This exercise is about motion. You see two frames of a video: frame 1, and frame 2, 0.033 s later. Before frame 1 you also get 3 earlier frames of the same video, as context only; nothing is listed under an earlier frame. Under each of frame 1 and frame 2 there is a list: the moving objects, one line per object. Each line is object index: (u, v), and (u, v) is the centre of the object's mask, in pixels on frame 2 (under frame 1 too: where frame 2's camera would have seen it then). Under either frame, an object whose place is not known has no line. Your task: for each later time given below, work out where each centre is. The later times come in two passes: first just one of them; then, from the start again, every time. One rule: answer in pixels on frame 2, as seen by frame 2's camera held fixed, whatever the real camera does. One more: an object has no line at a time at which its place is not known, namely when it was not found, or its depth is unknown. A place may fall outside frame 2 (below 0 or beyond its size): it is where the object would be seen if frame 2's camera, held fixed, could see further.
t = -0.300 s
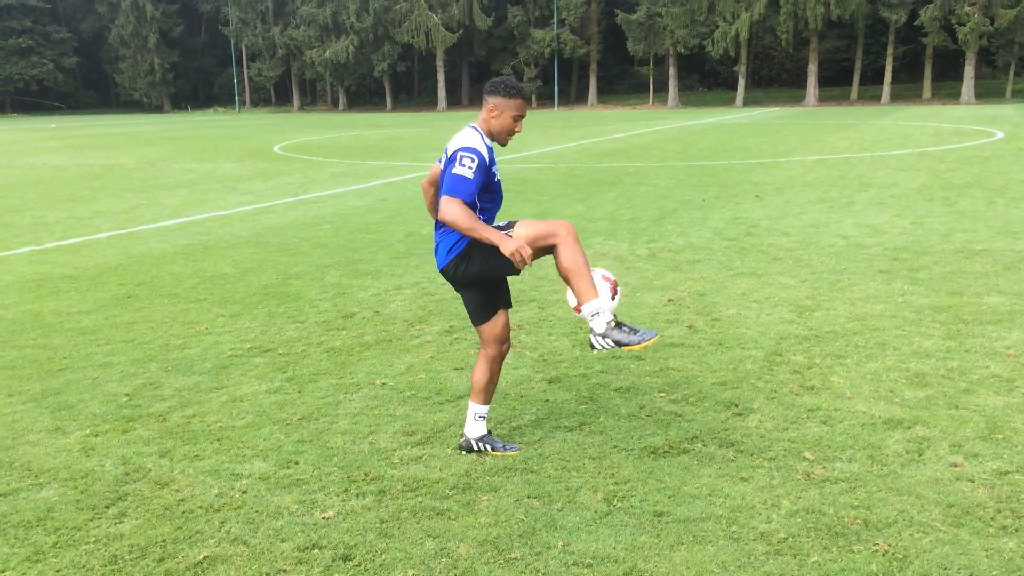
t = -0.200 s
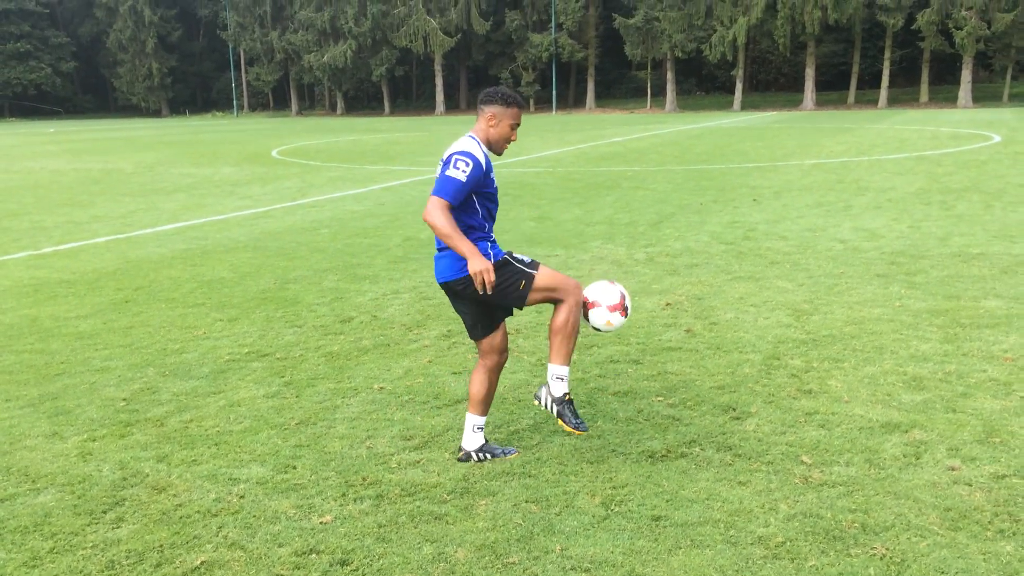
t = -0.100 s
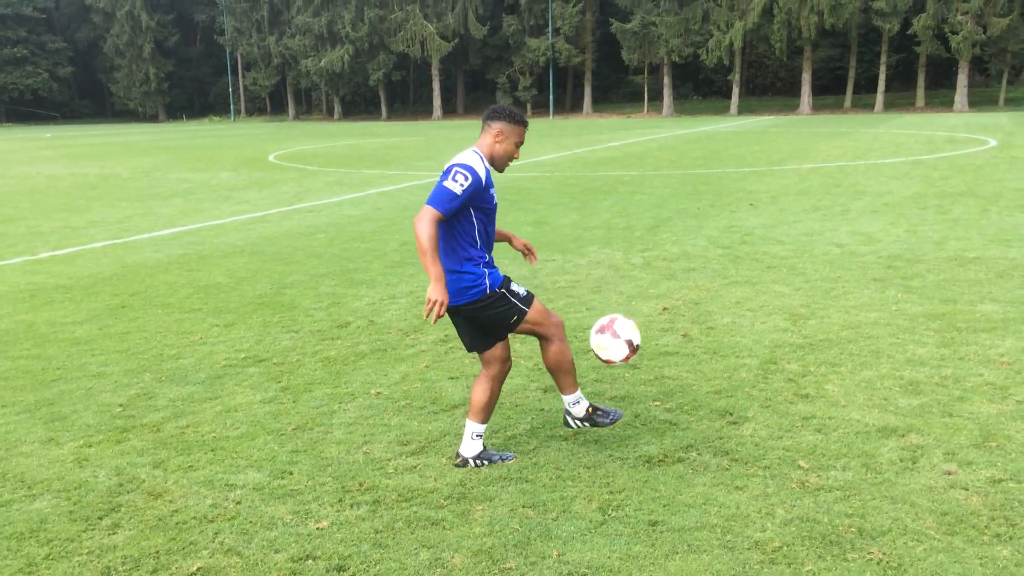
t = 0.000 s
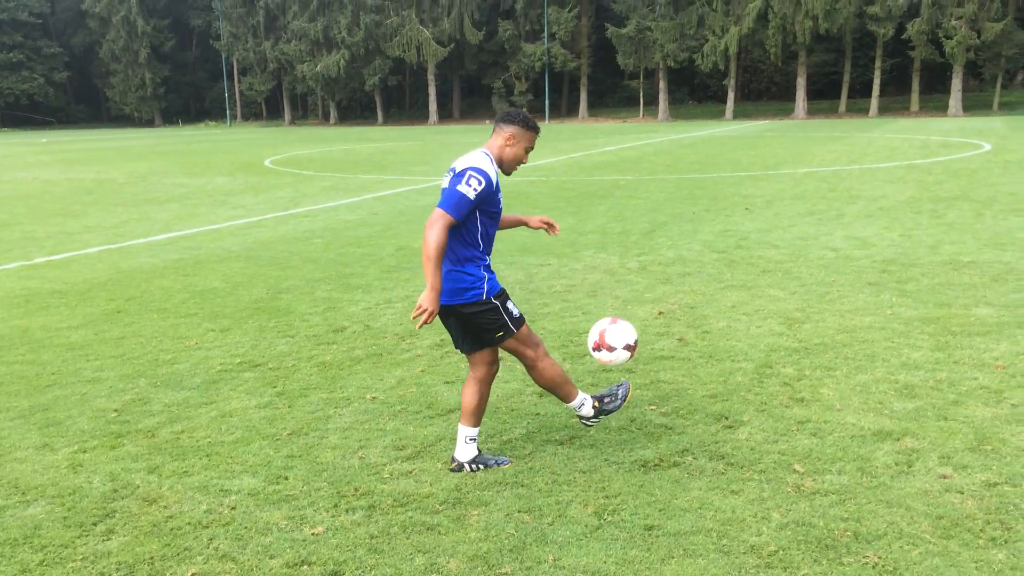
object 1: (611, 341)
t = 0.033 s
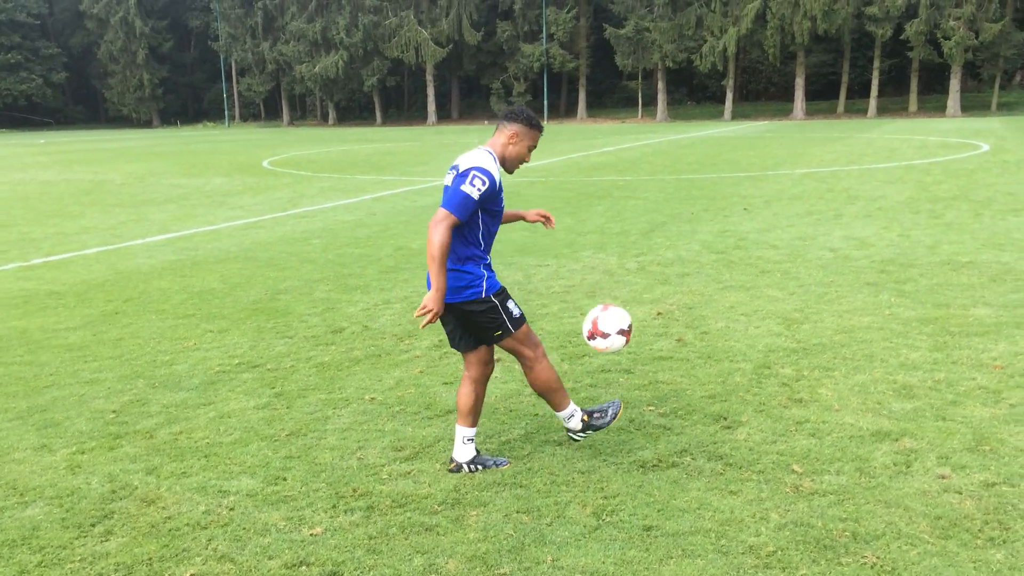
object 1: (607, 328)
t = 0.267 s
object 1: (583, 299)
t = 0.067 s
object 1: (604, 317)
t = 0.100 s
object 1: (600, 308)
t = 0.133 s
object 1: (597, 302)
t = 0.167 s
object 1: (593, 298)
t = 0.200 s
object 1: (590, 295)
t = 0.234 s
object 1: (586, 296)
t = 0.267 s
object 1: (583, 299)
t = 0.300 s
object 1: (579, 304)
